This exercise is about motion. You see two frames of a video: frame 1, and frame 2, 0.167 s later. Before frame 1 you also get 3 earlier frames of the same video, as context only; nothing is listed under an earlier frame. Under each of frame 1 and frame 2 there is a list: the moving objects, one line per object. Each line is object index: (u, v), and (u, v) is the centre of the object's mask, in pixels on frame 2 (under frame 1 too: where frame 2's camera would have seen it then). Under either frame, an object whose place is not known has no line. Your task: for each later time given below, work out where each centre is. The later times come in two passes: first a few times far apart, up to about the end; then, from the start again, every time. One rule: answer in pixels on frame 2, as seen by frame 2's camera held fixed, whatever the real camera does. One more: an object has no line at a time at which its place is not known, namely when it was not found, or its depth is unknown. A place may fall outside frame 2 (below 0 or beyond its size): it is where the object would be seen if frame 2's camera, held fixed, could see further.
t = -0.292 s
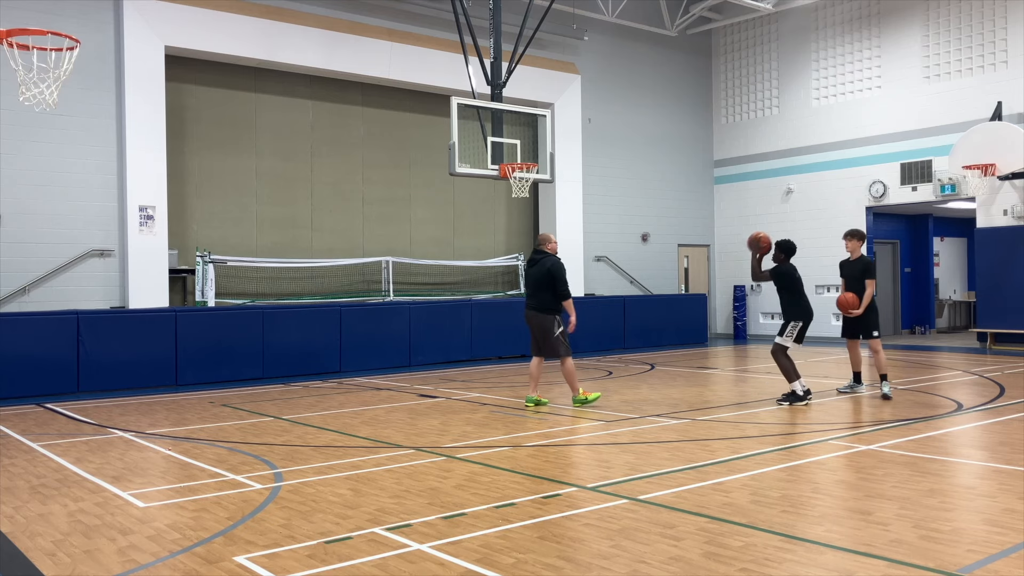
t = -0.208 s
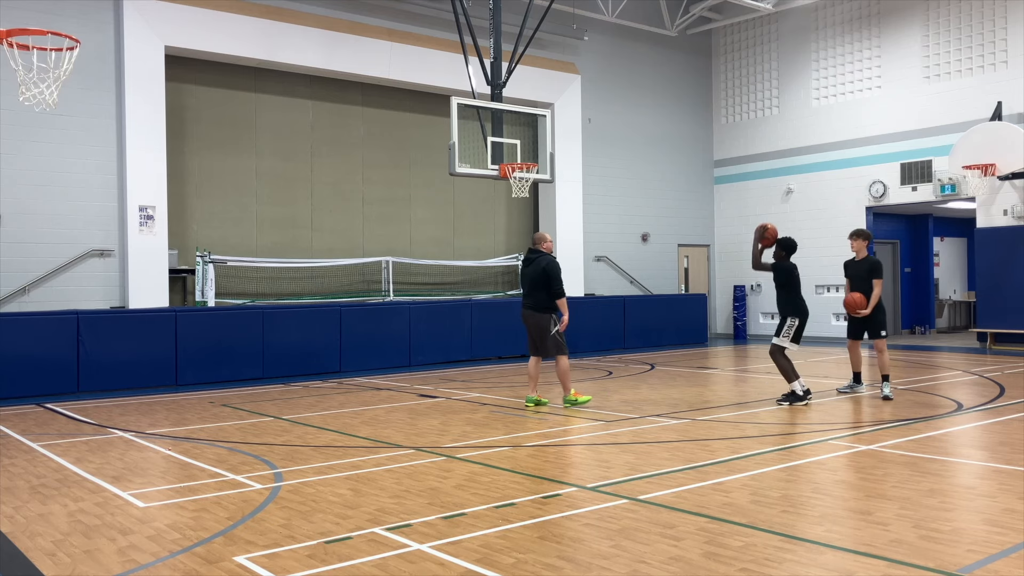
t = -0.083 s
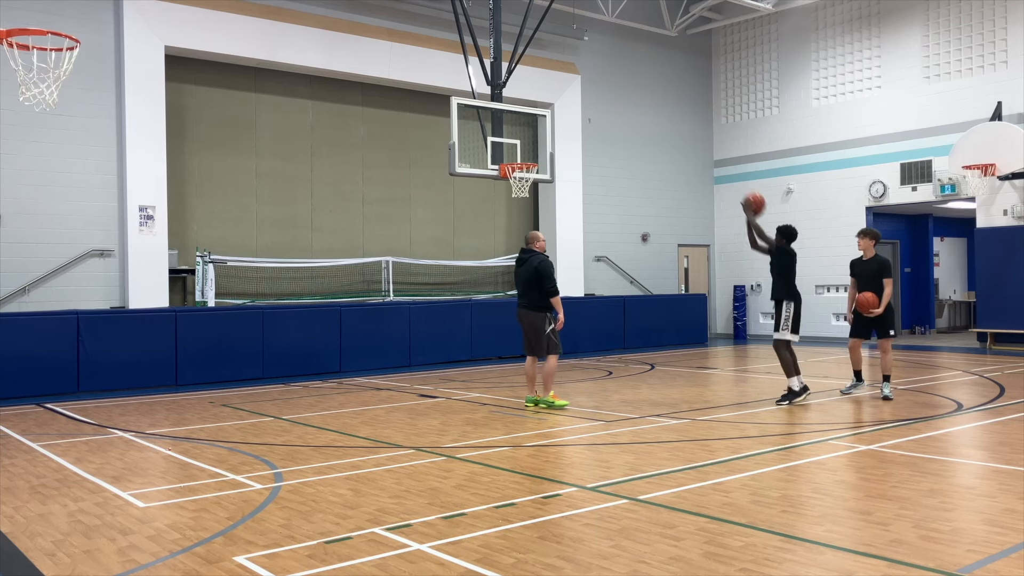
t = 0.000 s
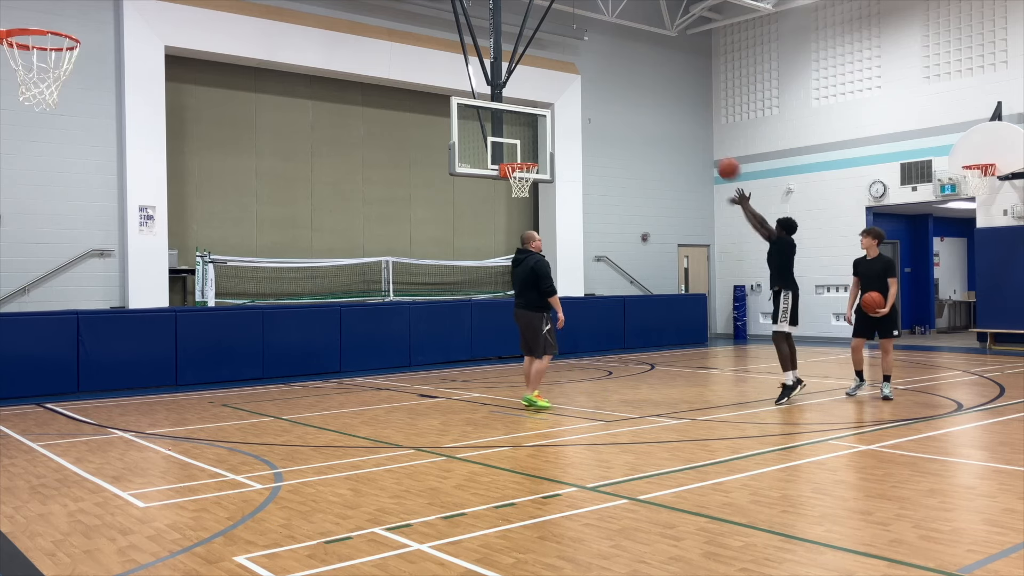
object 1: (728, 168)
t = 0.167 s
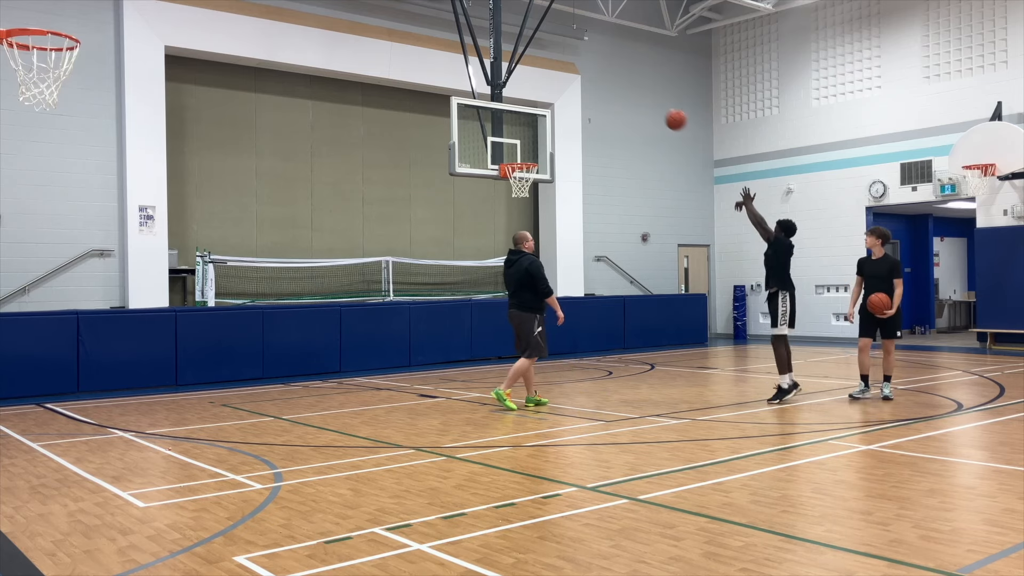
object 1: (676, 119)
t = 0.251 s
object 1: (652, 106)
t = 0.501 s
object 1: (594, 99)
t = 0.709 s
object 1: (547, 128)
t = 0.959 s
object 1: (510, 184)
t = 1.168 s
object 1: (508, 217)
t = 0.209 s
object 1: (666, 113)
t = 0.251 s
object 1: (652, 106)
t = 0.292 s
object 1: (643, 102)
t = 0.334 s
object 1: (630, 99)
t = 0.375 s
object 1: (622, 97)
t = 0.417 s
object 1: (609, 97)
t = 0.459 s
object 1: (601, 98)
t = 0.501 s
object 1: (594, 99)
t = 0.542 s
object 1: (583, 103)
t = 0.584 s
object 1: (575, 107)
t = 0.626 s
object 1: (564, 114)
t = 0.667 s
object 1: (557, 119)
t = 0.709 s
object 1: (547, 128)
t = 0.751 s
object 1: (540, 136)
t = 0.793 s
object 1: (531, 147)
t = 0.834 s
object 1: (526, 155)
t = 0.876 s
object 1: (517, 171)
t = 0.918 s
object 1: (514, 175)
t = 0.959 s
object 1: (510, 184)
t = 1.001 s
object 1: (510, 188)
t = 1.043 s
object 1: (509, 195)
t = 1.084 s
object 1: (509, 200)
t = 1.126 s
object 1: (509, 209)
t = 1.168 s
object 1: (508, 217)
